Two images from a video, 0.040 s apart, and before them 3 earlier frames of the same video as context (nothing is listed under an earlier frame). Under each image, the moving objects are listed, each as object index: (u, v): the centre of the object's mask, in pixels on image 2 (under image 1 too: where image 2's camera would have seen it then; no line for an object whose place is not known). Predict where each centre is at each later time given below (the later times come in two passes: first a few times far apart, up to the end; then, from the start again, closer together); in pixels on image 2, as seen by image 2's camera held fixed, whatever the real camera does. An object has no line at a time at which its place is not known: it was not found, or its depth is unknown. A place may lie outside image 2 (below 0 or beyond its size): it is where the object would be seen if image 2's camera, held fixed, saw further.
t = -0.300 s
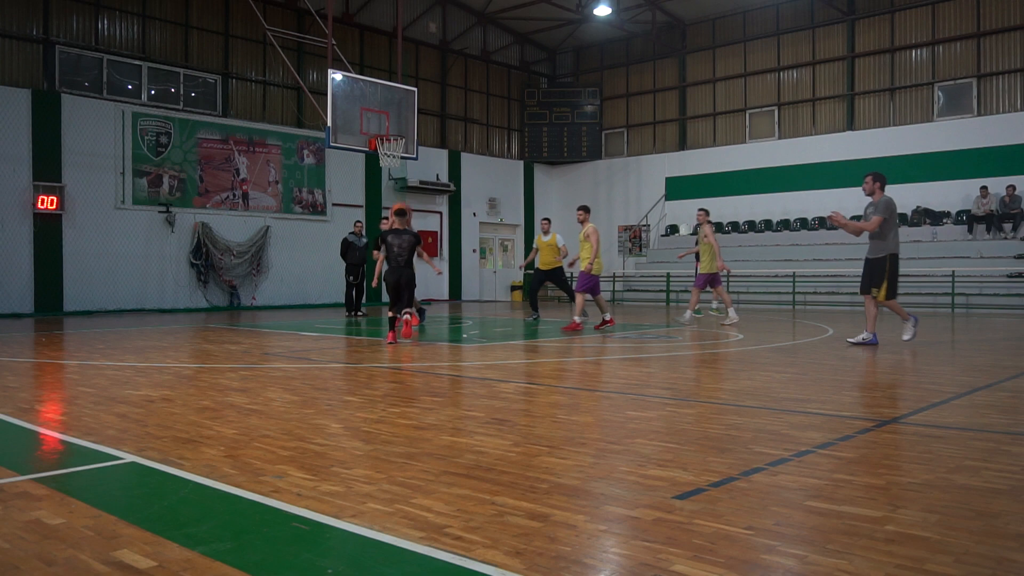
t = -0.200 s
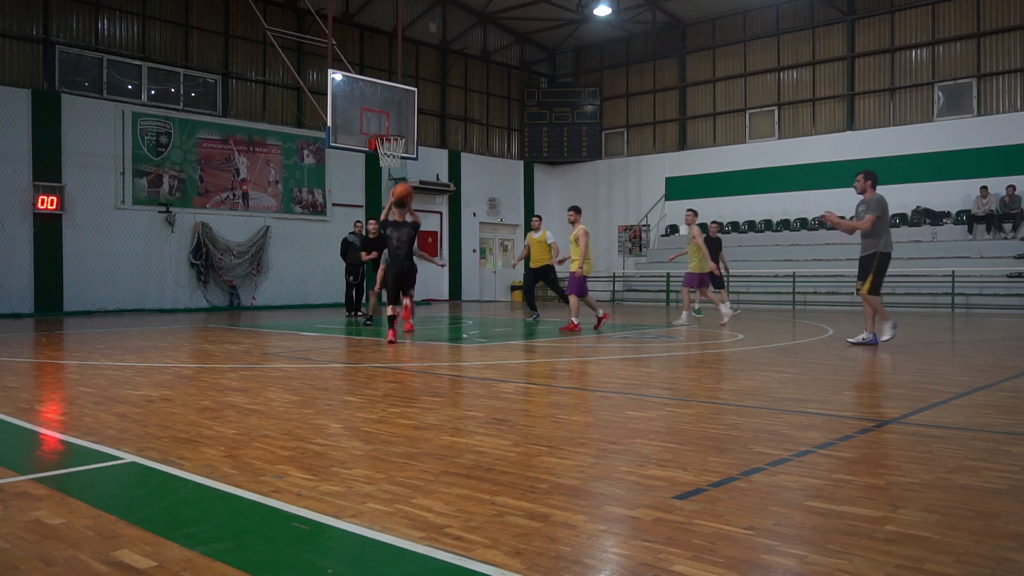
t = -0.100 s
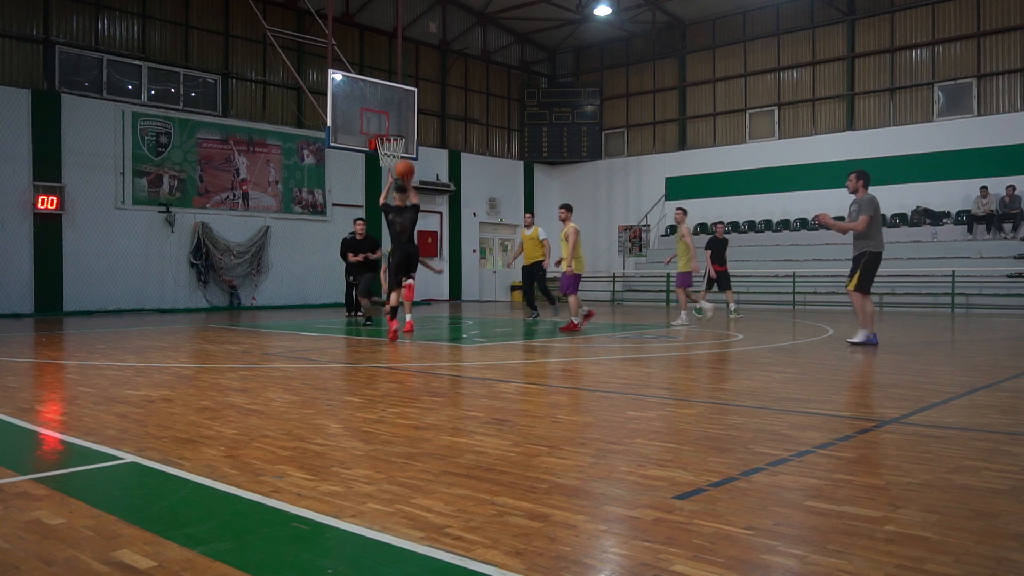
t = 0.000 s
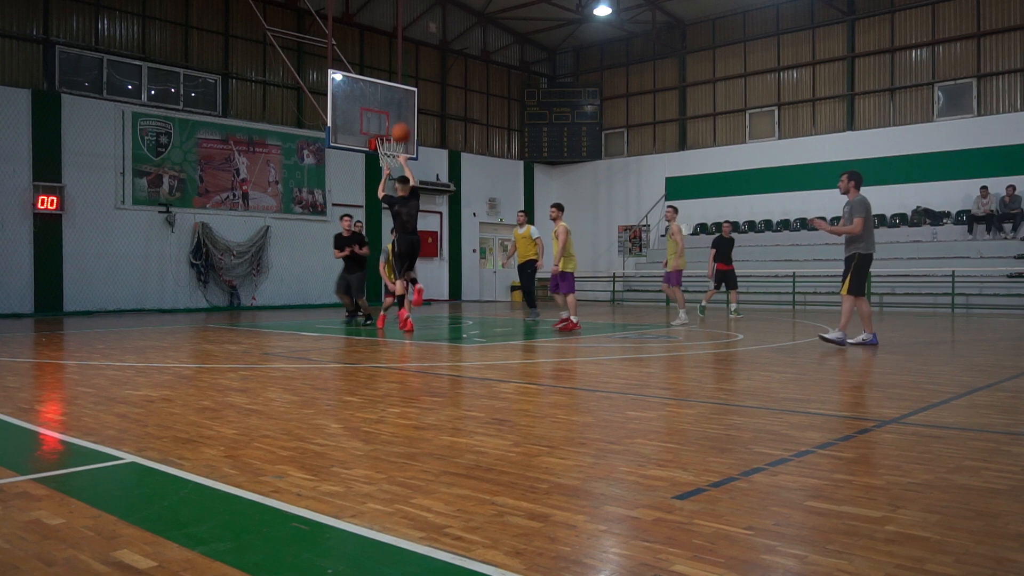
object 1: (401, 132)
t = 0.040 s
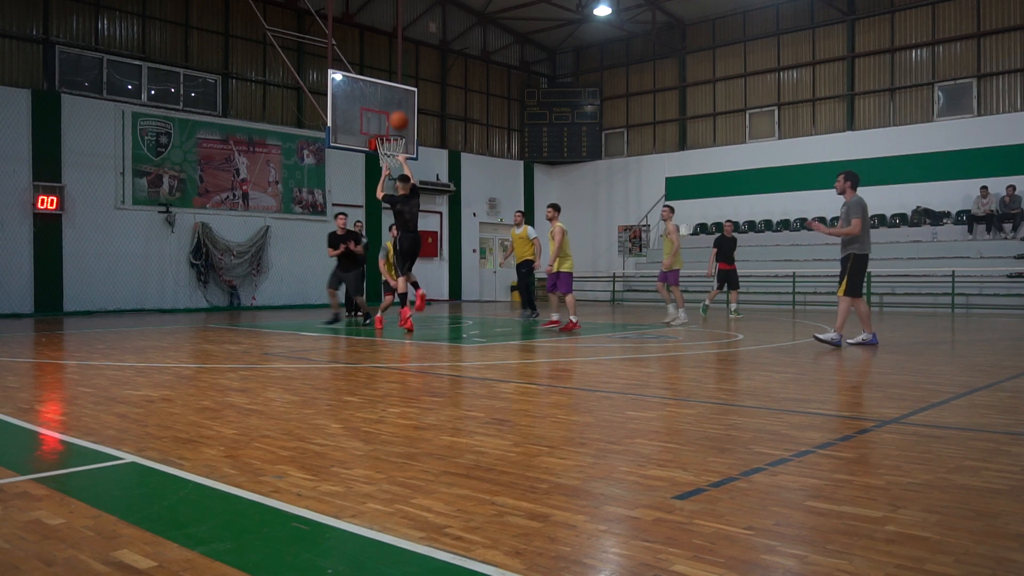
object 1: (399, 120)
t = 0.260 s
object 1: (390, 79)
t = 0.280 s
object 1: (389, 77)
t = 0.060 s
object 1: (398, 115)
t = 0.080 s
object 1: (397, 110)
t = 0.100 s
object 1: (396, 105)
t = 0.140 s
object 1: (394, 97)
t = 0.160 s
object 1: (393, 93)
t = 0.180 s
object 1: (393, 89)
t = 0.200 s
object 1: (392, 86)
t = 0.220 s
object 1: (391, 83)
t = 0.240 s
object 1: (390, 80)
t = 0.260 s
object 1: (390, 79)
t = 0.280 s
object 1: (389, 77)
